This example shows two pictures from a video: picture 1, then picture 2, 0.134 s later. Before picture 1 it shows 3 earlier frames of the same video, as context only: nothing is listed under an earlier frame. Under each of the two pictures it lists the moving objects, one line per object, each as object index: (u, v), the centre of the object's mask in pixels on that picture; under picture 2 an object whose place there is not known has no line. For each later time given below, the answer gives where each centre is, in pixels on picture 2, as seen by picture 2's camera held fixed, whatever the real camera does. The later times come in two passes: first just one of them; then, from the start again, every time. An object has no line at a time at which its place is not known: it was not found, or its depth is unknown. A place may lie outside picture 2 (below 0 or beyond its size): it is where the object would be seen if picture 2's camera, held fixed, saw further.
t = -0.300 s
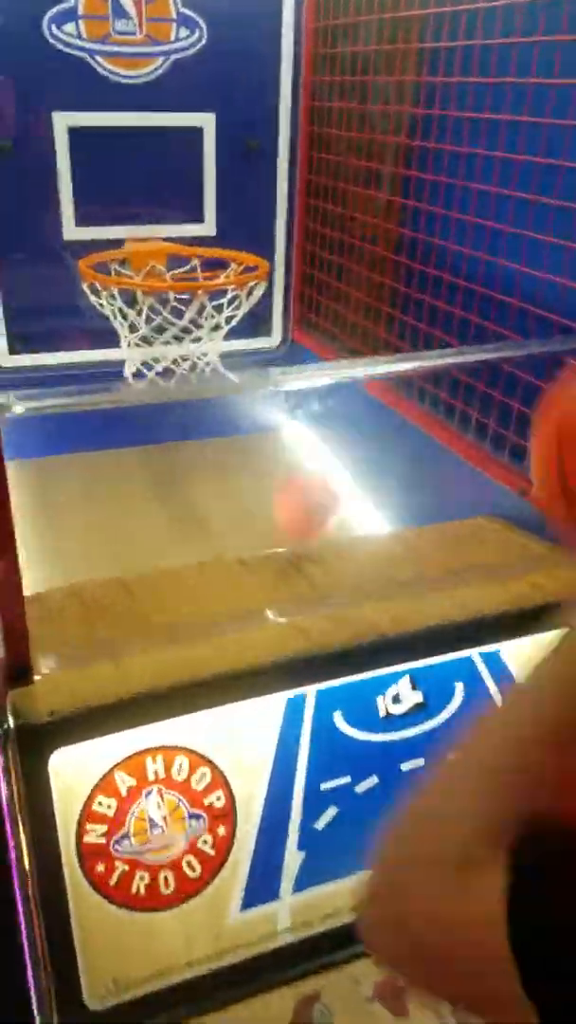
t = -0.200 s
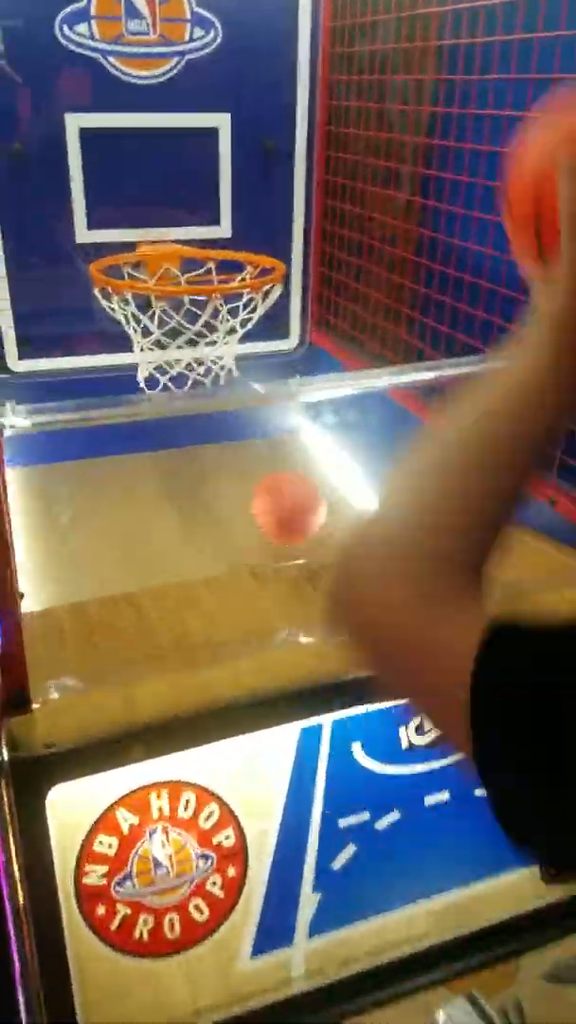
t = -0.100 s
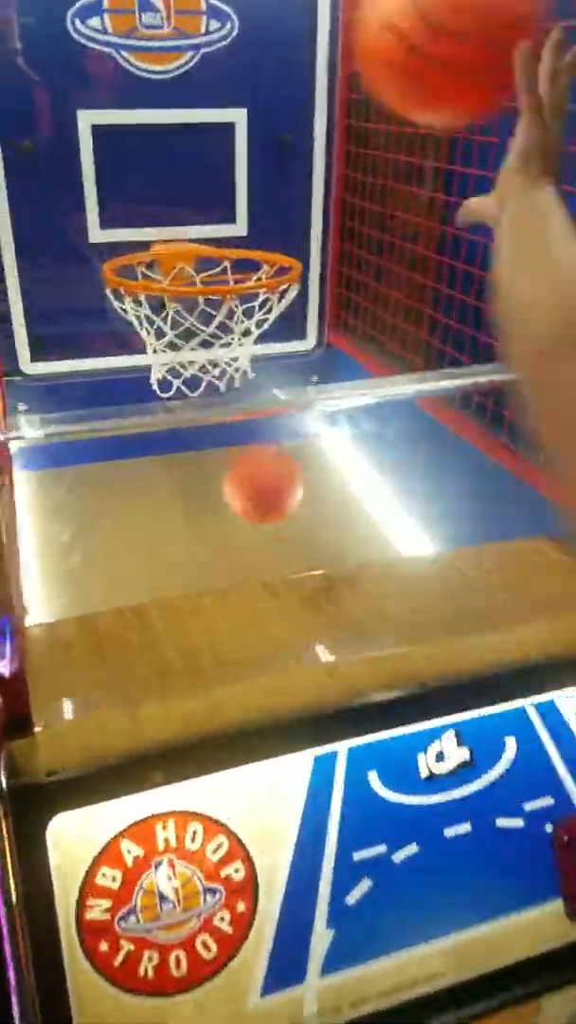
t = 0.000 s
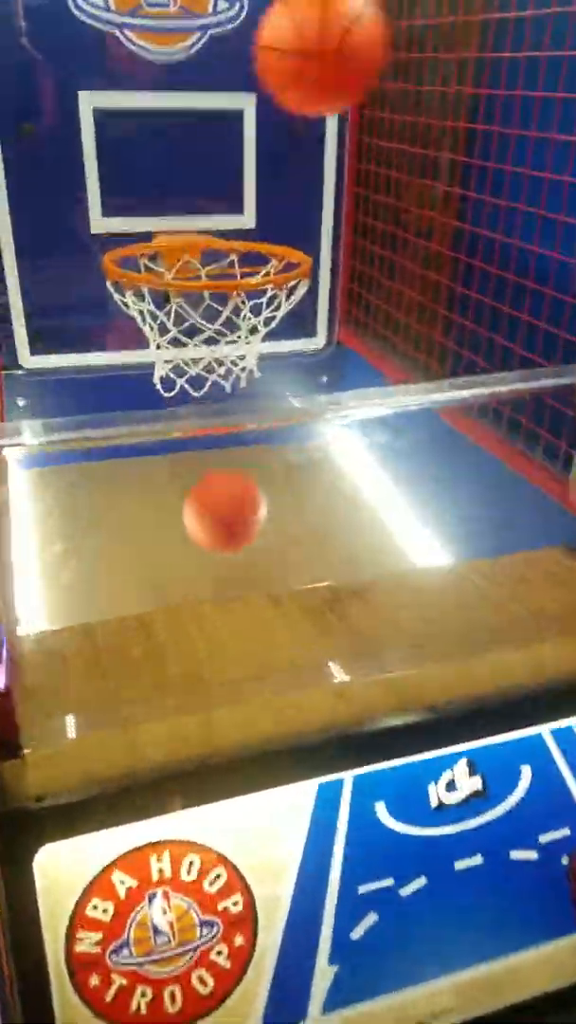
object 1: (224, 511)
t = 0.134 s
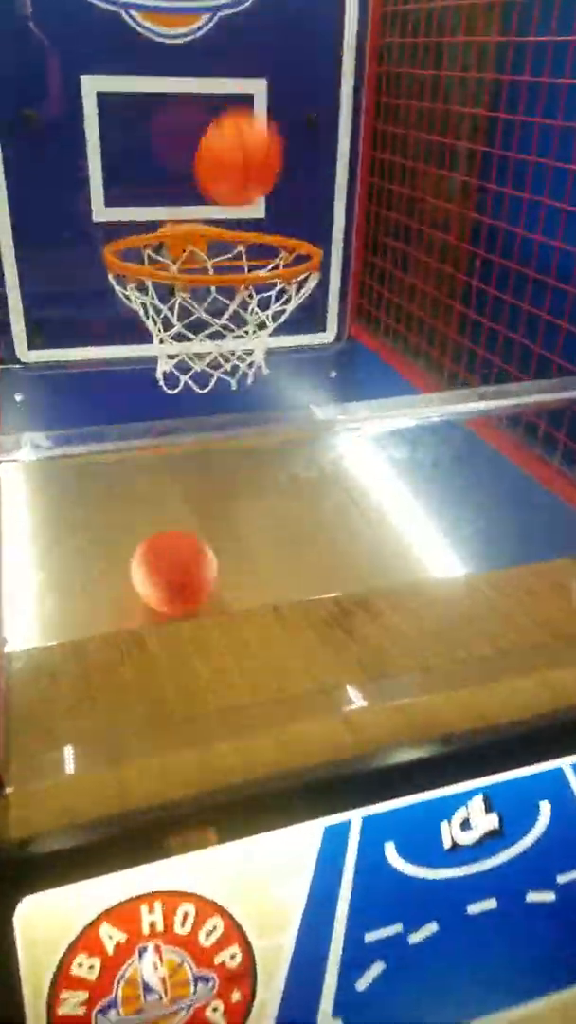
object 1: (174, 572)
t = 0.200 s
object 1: (147, 553)
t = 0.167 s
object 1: (160, 560)
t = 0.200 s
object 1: (147, 553)
